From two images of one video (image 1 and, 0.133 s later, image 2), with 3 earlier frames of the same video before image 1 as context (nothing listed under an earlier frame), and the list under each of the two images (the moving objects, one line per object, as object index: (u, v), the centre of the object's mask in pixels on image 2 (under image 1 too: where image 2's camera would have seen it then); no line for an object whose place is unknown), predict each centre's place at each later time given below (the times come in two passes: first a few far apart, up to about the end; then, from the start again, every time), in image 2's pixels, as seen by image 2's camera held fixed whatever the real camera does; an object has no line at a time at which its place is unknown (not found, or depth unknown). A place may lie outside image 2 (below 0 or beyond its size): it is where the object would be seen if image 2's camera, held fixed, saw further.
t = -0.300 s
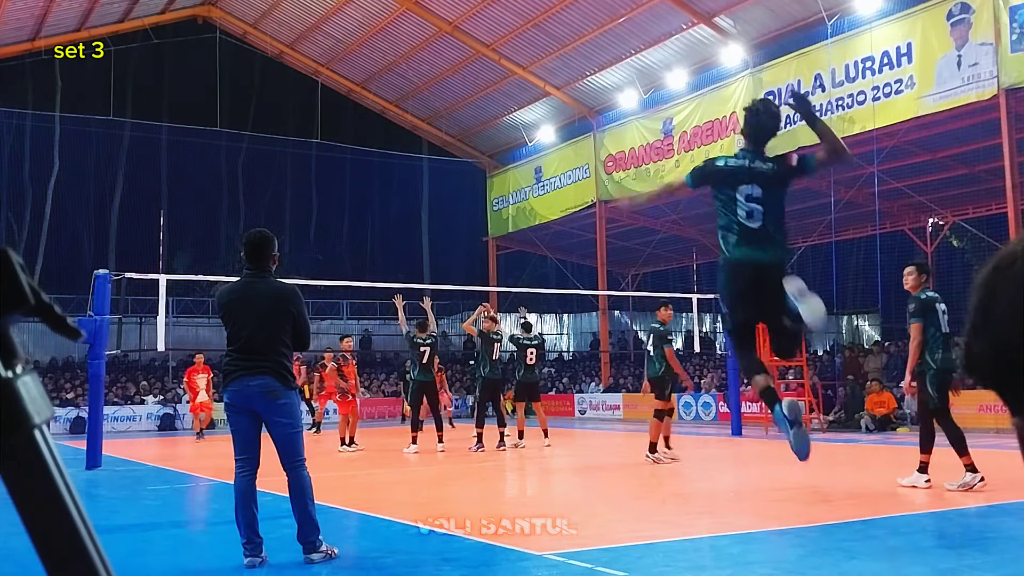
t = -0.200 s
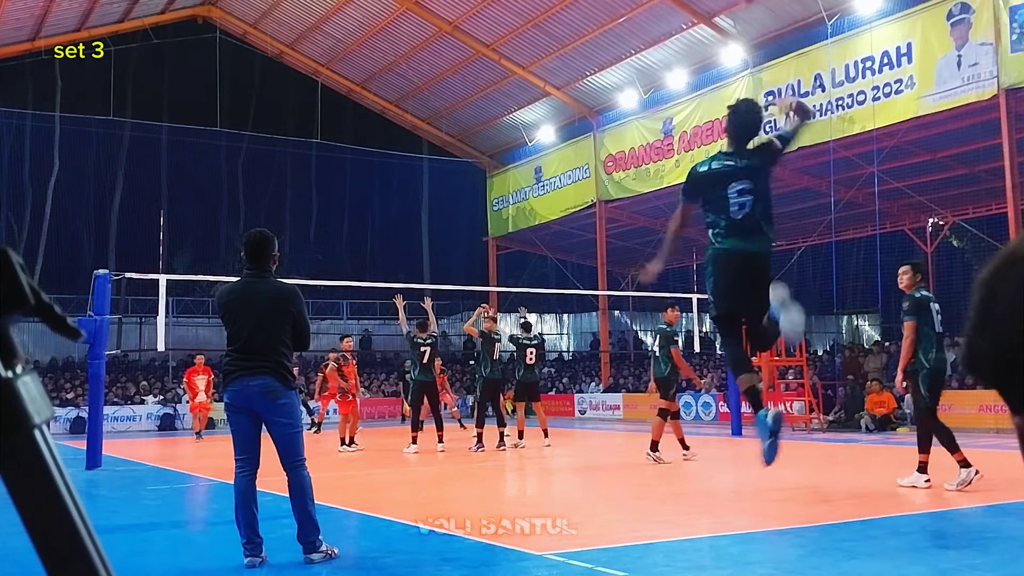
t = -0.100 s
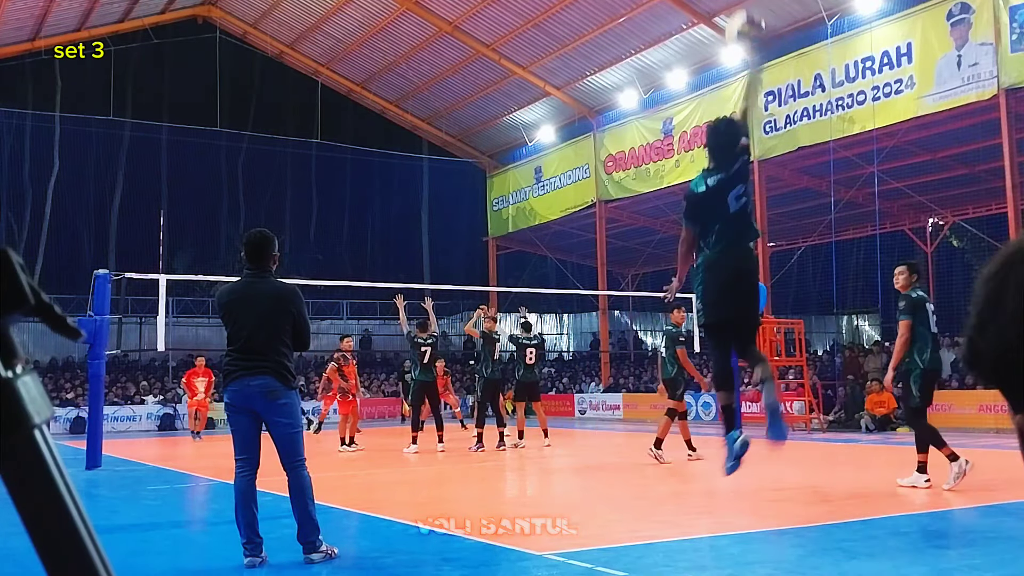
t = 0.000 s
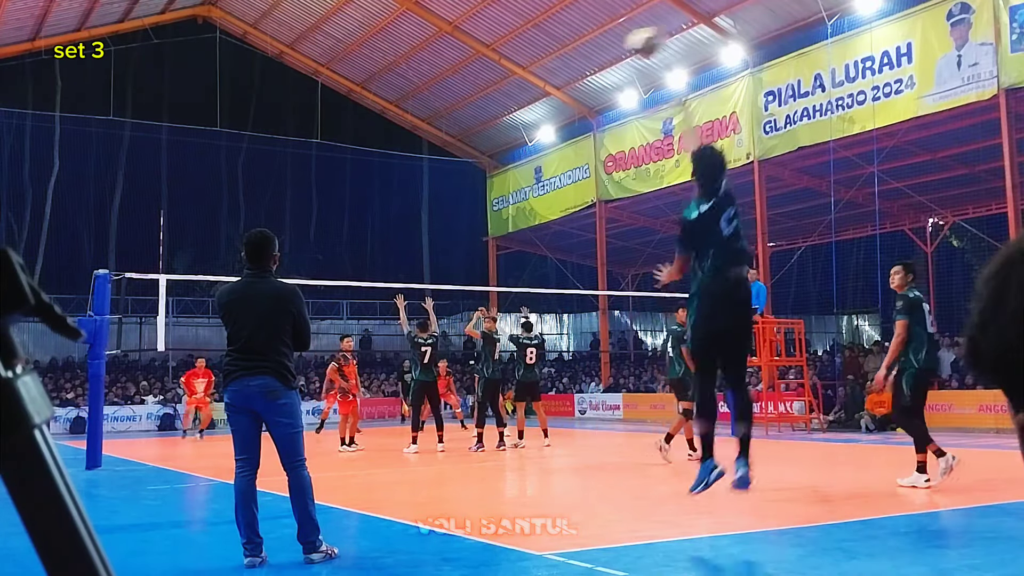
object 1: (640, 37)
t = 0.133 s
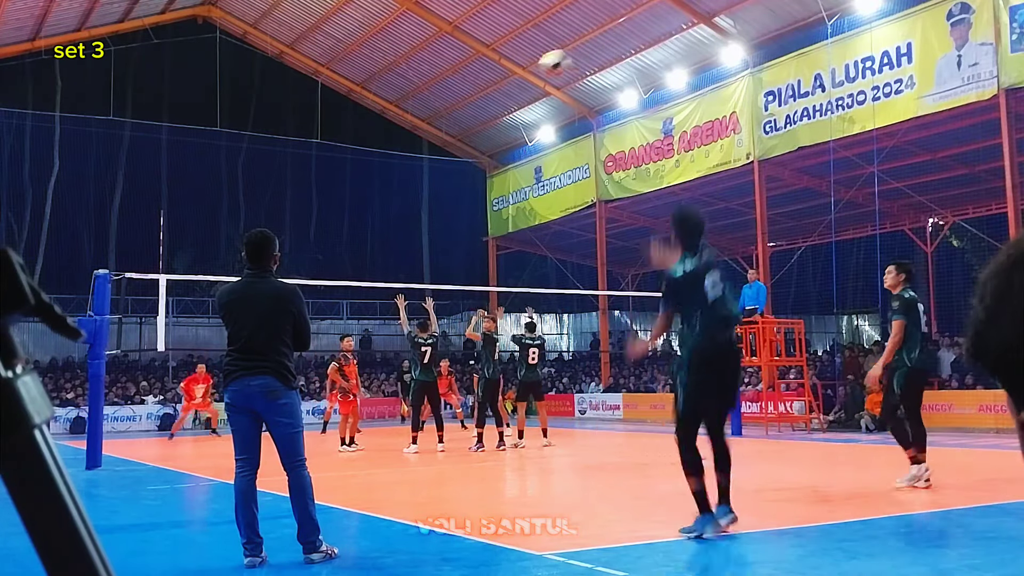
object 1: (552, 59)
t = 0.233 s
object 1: (509, 81)
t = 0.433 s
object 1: (454, 137)
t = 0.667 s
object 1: (413, 216)
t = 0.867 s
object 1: (387, 289)
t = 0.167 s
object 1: (536, 65)
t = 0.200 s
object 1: (521, 73)
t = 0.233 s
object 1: (509, 81)
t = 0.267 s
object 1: (498, 88)
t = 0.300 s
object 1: (488, 98)
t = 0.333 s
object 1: (478, 107)
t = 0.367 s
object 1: (470, 117)
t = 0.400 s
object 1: (462, 127)
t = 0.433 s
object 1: (454, 137)
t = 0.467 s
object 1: (447, 147)
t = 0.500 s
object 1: (441, 158)
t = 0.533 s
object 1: (435, 170)
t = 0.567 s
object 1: (429, 181)
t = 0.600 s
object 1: (424, 193)
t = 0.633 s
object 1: (419, 204)
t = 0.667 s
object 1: (413, 216)
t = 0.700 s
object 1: (409, 227)
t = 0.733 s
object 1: (404, 240)
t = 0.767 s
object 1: (399, 252)
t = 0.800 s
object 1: (395, 264)
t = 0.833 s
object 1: (391, 275)
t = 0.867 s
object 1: (387, 289)
